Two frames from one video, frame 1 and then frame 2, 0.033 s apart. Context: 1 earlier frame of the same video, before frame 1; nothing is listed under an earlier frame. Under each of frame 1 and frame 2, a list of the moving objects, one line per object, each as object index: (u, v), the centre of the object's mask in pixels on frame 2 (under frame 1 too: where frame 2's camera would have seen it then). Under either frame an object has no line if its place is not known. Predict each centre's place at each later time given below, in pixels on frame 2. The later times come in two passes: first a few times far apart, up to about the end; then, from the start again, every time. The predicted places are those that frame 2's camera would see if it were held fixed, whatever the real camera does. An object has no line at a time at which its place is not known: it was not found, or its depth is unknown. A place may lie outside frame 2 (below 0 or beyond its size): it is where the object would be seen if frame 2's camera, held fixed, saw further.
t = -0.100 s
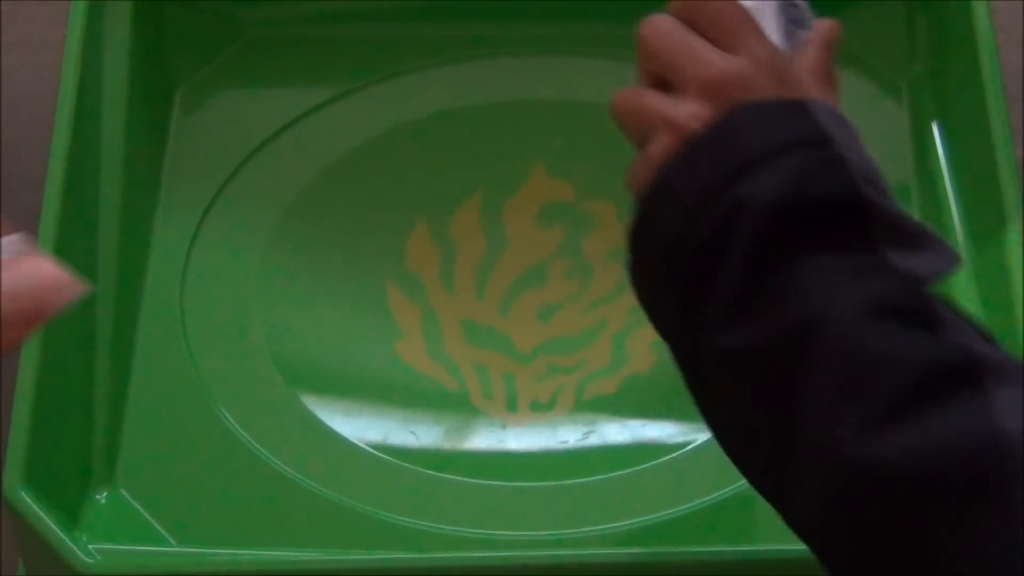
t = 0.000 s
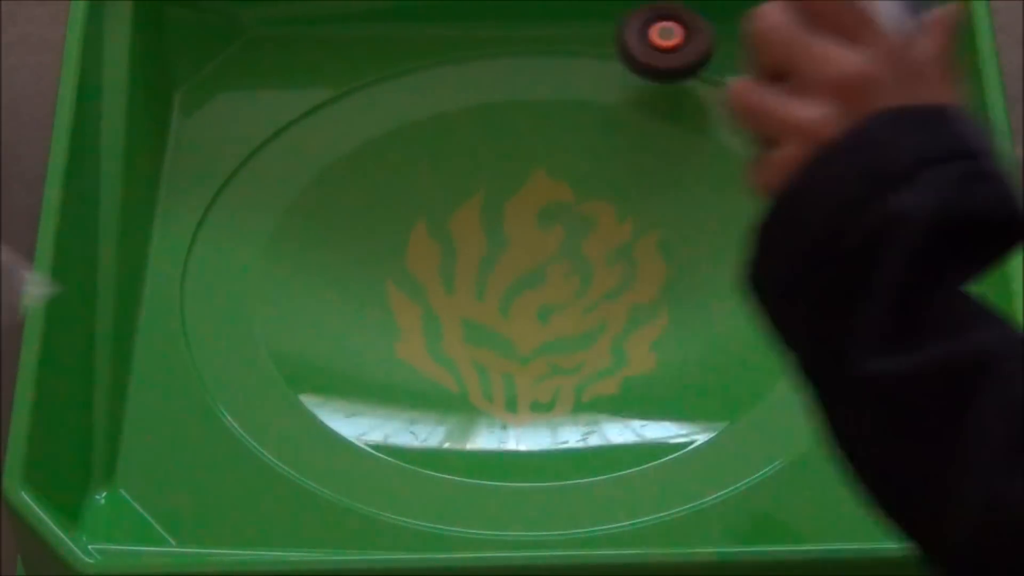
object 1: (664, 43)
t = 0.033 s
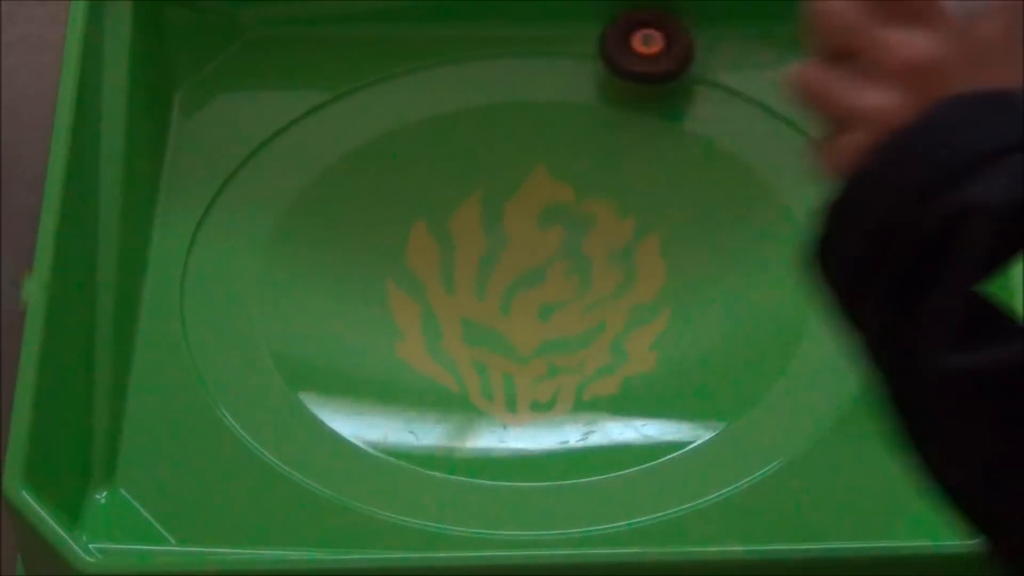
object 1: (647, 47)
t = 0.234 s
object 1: (584, 66)
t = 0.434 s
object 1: (573, 288)
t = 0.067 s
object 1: (633, 30)
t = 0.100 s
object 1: (619, 22)
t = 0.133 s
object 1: (605, 21)
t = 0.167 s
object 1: (594, 29)
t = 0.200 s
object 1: (587, 54)
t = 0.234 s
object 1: (584, 66)
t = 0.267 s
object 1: (581, 90)
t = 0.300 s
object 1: (578, 129)
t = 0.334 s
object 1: (574, 168)
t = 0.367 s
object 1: (571, 210)
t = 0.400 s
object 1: (570, 250)
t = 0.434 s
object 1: (573, 288)
